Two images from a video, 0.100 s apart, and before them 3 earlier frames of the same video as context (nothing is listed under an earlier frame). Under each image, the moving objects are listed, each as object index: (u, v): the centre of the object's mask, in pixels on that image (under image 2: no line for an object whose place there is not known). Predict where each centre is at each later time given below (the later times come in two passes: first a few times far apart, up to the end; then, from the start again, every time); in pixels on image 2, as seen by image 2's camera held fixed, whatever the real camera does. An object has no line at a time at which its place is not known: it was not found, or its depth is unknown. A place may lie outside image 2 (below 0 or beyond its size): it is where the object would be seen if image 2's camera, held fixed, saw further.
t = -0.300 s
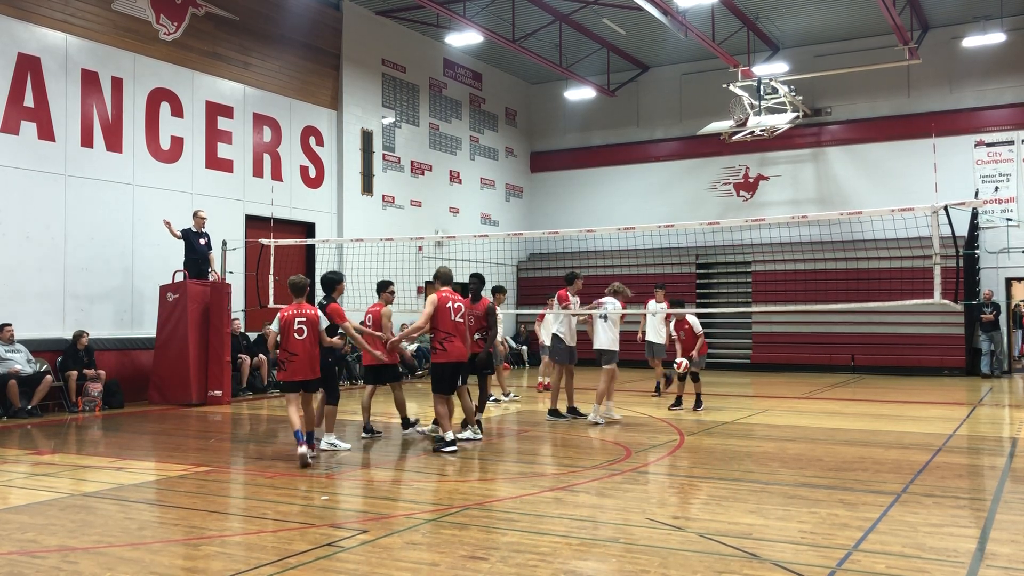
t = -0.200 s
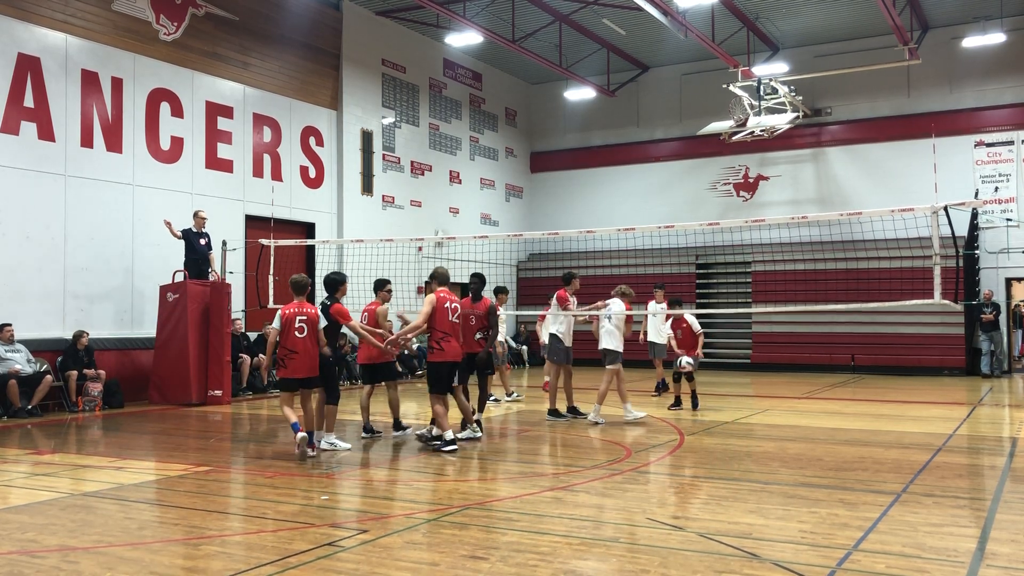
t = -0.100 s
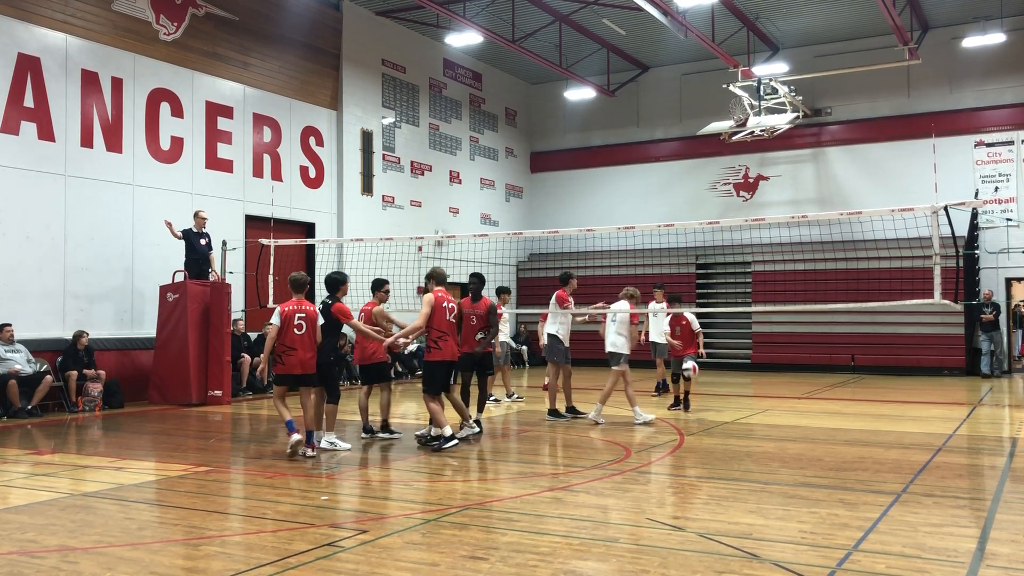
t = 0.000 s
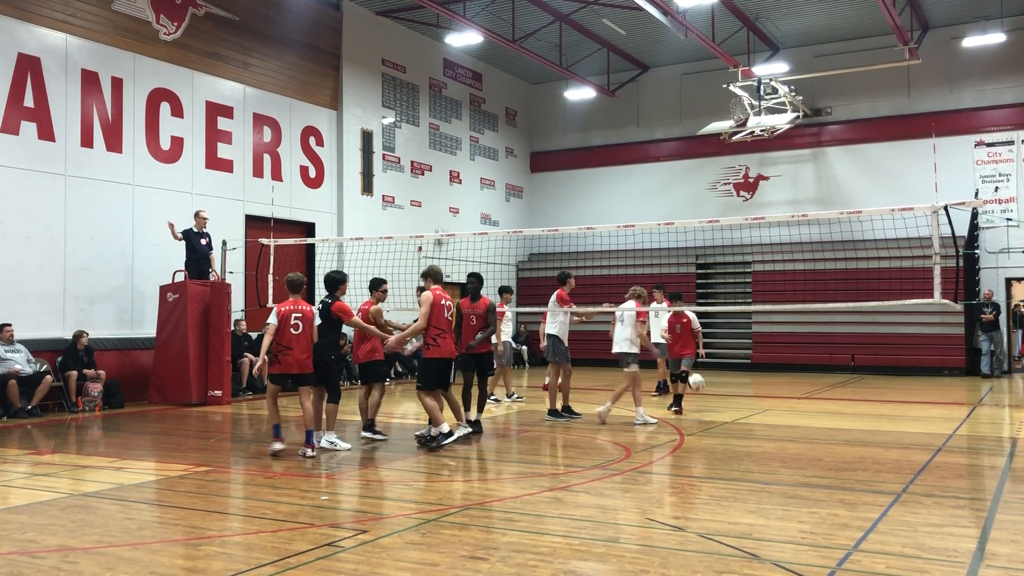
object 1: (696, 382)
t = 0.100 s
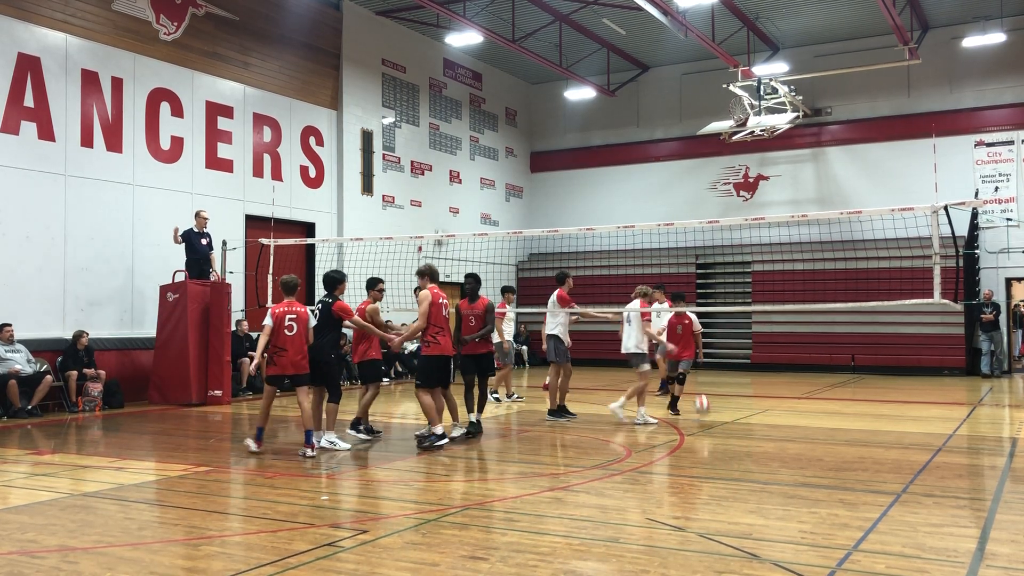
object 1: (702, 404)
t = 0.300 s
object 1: (715, 396)
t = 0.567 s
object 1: (733, 398)
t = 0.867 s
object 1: (759, 419)
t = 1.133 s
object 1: (786, 433)
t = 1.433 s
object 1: (821, 440)
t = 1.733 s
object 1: (861, 461)
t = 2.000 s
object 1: (902, 485)
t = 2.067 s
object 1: (913, 483)
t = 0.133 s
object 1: (704, 415)
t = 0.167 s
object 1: (707, 417)
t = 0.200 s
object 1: (709, 410)
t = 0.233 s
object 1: (711, 404)
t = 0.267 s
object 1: (713, 399)
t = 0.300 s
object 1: (715, 396)
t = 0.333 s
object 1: (717, 393)
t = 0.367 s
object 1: (720, 390)
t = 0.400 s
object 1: (722, 390)
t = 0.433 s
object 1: (724, 389)
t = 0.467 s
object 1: (726, 390)
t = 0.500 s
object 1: (729, 391)
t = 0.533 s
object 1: (731, 395)
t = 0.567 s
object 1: (733, 398)
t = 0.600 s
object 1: (736, 403)
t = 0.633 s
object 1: (739, 409)
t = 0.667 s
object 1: (742, 416)
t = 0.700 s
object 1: (744, 426)
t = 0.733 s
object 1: (747, 435)
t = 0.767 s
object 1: (750, 431)
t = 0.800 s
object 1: (753, 426)
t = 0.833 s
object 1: (756, 421)
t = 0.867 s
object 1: (759, 419)
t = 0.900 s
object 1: (763, 416)
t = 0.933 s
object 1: (766, 416)
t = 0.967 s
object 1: (769, 416)
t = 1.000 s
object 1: (772, 417)
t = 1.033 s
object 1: (775, 419)
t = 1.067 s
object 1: (778, 422)
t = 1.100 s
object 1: (782, 427)
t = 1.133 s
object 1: (786, 433)
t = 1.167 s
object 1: (790, 440)
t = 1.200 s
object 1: (793, 451)
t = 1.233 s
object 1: (798, 452)
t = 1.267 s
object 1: (801, 445)
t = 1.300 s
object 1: (805, 442)
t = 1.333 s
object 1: (808, 439)
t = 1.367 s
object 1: (813, 438)
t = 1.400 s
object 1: (817, 438)
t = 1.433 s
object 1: (821, 440)
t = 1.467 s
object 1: (825, 443)
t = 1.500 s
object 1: (829, 447)
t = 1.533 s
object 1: (834, 453)
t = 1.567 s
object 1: (838, 459)
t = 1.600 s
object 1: (842, 469)
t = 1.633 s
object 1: (848, 469)
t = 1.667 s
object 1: (852, 465)
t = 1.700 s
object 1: (856, 463)
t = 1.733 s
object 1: (861, 461)
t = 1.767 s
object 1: (865, 462)
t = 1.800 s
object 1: (870, 463)
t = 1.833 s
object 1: (876, 467)
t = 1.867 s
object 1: (880, 472)
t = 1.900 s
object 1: (886, 478)
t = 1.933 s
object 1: (891, 487)
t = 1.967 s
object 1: (897, 489)
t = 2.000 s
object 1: (902, 485)
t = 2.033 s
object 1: (907, 483)
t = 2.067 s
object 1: (913, 483)
